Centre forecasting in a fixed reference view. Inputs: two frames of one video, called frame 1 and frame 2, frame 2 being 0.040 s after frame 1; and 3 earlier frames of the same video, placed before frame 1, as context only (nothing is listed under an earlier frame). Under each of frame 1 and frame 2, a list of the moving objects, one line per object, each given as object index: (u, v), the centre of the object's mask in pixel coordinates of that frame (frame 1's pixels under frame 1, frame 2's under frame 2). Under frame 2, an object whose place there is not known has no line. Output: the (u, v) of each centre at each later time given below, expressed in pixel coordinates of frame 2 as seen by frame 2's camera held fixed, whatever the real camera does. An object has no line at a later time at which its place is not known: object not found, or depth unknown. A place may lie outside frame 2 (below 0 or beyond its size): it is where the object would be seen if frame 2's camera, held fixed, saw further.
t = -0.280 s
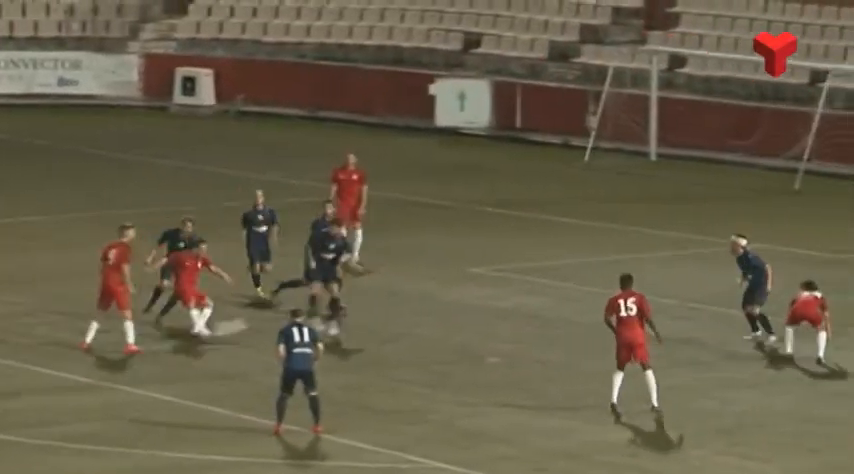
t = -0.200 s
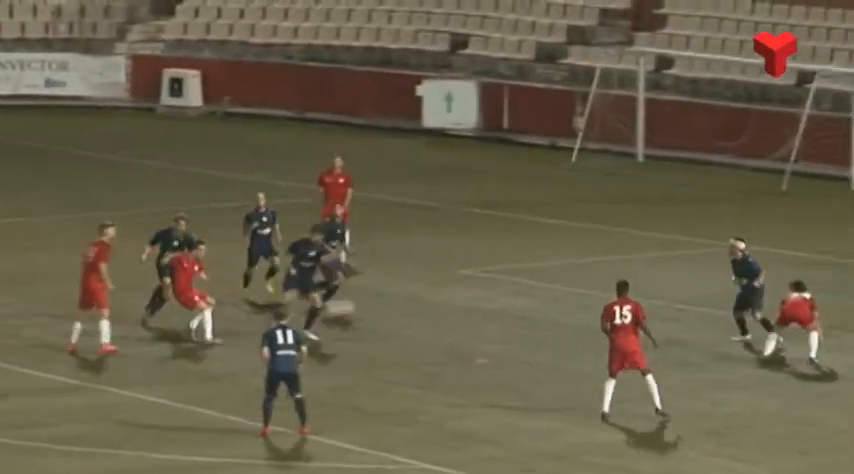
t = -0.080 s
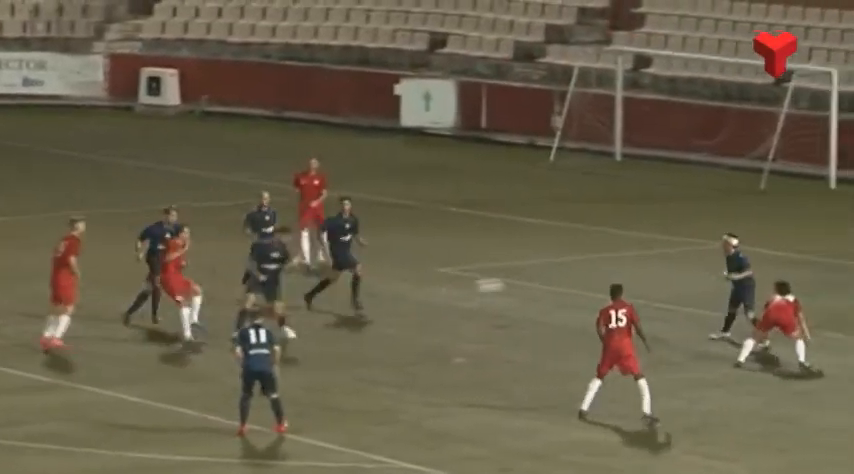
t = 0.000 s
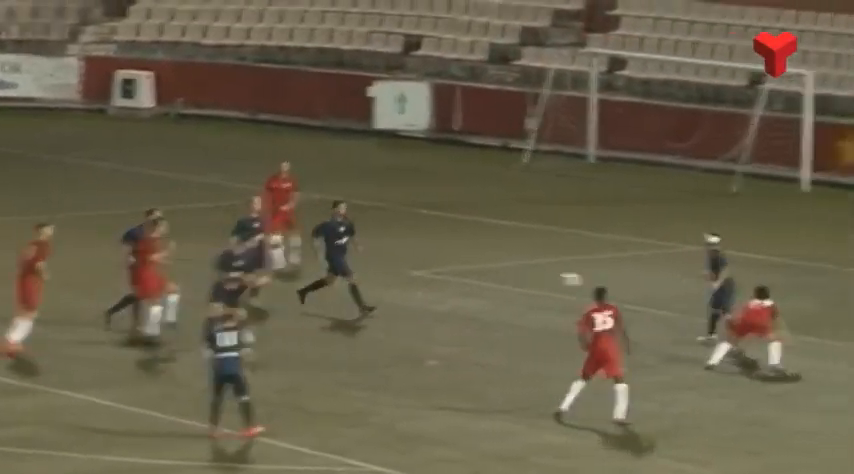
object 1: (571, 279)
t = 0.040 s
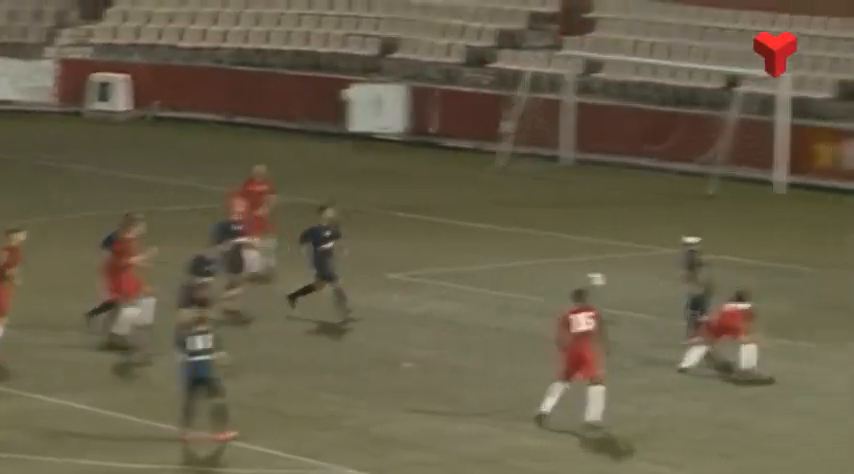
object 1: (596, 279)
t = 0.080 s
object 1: (648, 279)
